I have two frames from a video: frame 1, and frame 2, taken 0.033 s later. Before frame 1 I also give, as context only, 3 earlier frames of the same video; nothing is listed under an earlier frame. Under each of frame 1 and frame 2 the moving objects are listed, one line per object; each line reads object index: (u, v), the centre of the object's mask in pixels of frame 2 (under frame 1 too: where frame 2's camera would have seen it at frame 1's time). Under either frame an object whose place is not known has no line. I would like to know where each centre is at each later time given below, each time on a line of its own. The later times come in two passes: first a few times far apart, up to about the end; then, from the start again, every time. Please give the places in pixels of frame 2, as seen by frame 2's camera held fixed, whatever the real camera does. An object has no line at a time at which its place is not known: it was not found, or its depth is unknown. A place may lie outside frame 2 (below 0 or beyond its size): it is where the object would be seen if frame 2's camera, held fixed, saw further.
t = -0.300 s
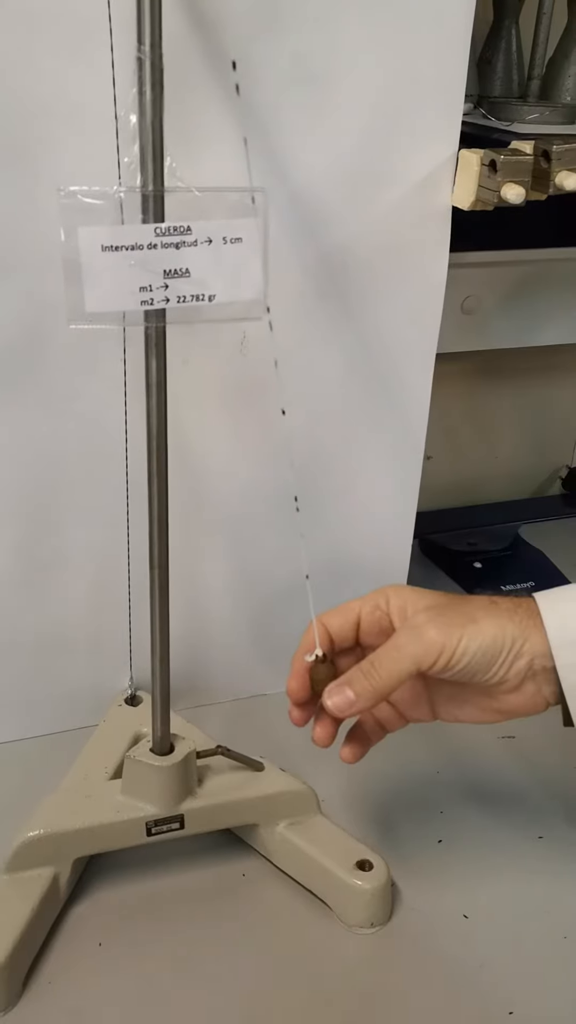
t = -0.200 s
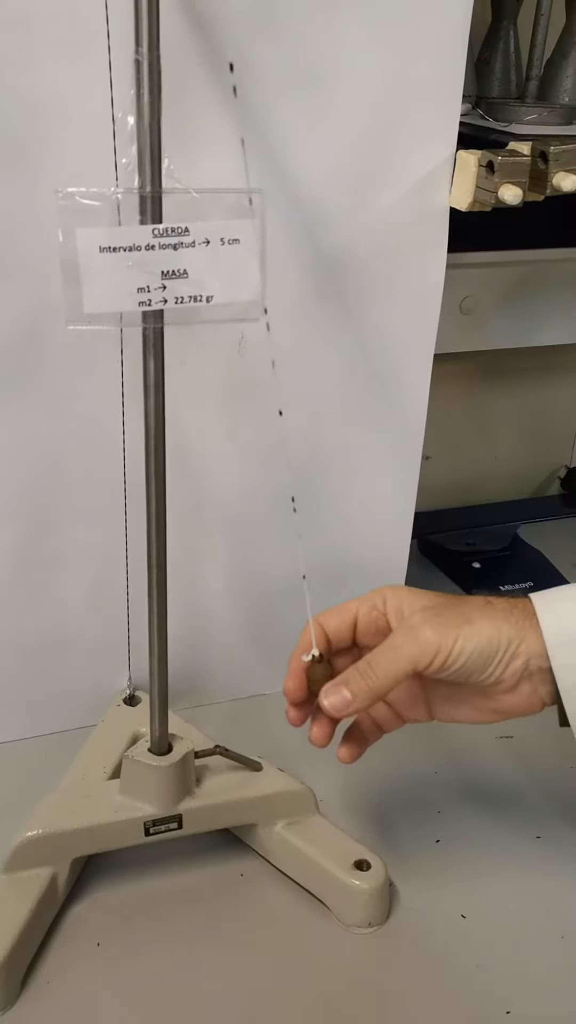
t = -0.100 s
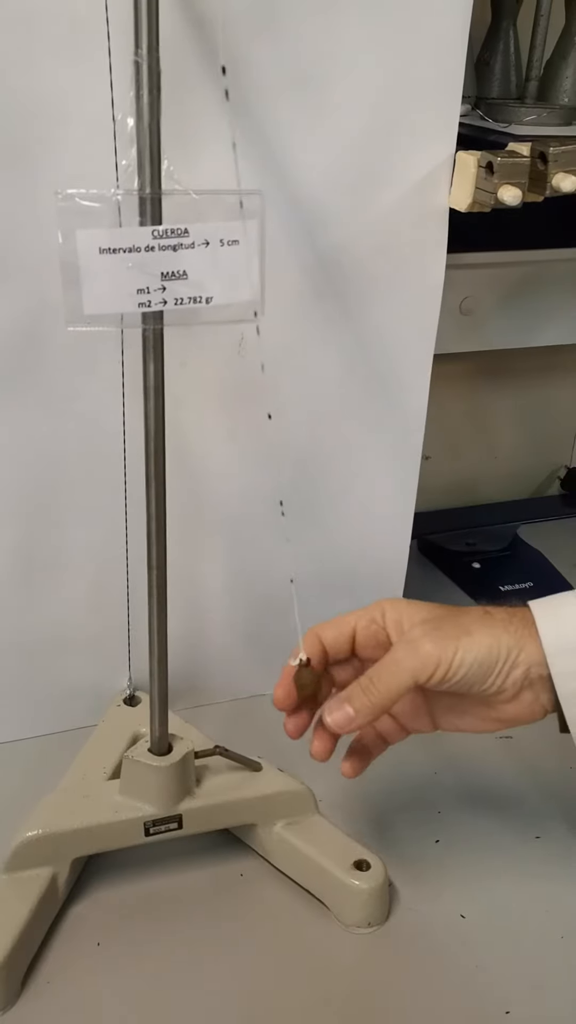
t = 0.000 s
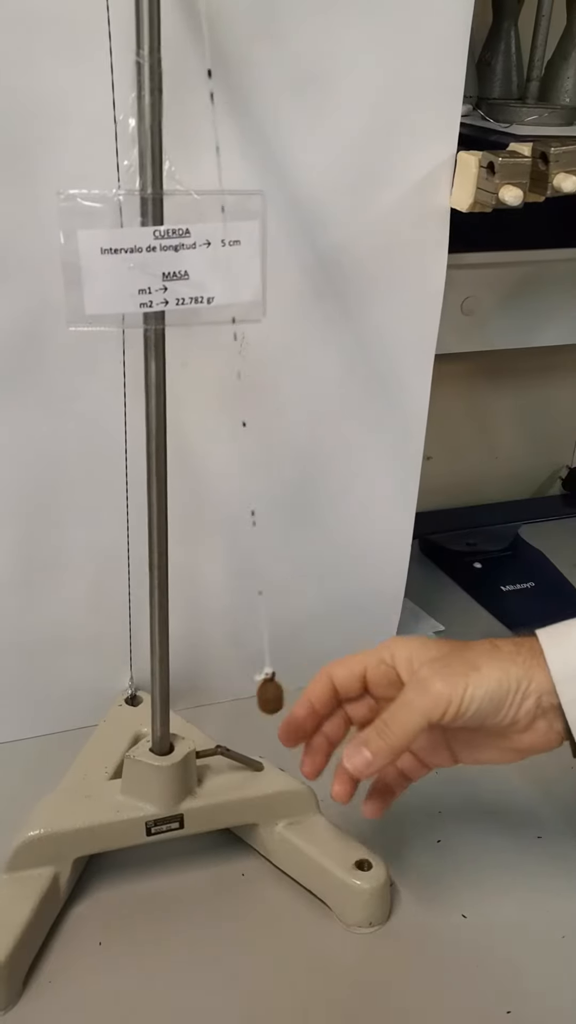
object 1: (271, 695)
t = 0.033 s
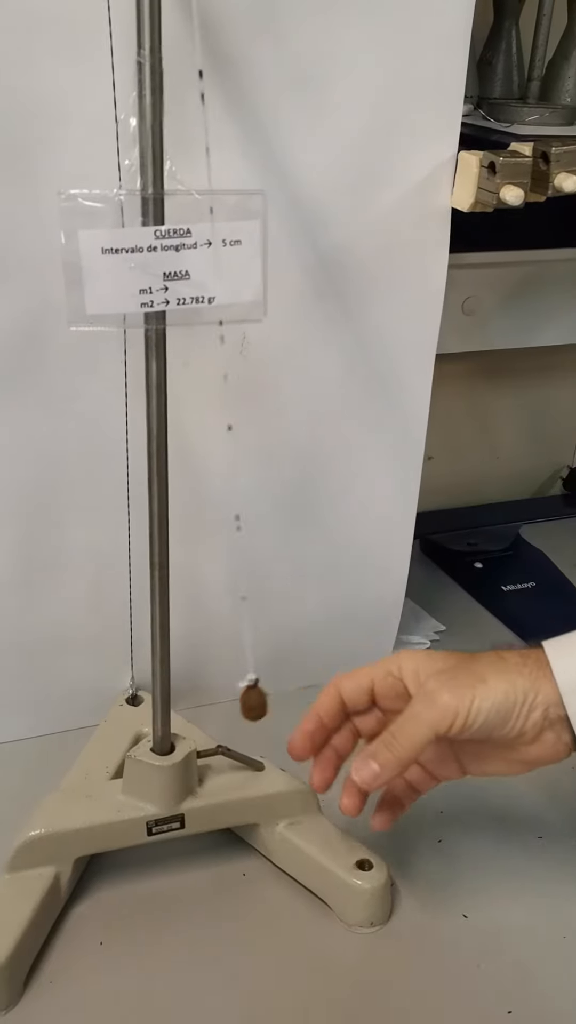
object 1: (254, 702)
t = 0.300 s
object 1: (76, 758)
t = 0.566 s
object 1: (35, 770)
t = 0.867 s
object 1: (212, 727)
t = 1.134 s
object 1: (322, 679)
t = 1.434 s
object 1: (238, 713)
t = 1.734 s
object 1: (46, 766)
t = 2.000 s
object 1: (67, 766)
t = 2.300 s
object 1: (259, 714)
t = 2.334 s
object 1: (276, 706)
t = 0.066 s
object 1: (234, 710)
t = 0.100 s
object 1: (213, 717)
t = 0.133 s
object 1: (190, 725)
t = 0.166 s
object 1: (165, 733)
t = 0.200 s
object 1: (141, 740)
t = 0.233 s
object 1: (118, 747)
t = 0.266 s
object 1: (97, 753)
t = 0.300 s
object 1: (76, 758)
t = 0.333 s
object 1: (59, 762)
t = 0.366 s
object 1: (44, 766)
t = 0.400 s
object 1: (32, 769)
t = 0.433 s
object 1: (25, 770)
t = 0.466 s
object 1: (21, 771)
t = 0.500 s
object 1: (22, 771)
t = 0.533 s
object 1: (26, 772)
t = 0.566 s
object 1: (35, 770)
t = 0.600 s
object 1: (47, 768)
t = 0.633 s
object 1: (62, 766)
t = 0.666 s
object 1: (80, 763)
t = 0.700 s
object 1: (100, 758)
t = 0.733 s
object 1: (121, 755)
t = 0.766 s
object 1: (143, 748)
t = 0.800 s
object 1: (166, 741)
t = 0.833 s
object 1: (189, 734)
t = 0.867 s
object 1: (212, 727)
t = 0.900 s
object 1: (234, 719)
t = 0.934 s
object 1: (256, 712)
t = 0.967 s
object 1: (274, 705)
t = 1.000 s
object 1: (288, 697)
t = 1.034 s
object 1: (300, 691)
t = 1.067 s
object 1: (309, 686)
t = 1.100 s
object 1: (316, 681)
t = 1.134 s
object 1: (322, 679)
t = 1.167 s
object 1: (324, 678)
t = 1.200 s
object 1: (325, 678)
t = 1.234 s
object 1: (319, 679)
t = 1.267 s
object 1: (314, 682)
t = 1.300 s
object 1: (301, 686)
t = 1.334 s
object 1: (289, 691)
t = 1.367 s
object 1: (277, 698)
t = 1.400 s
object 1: (259, 705)
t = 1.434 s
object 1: (238, 713)
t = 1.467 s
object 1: (216, 720)
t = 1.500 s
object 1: (193, 727)
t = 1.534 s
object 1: (168, 734)
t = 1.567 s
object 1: (145, 742)
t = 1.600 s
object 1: (125, 748)
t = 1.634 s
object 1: (102, 753)
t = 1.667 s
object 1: (82, 758)
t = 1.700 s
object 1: (62, 762)
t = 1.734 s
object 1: (46, 766)
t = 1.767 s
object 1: (35, 768)
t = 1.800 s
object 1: (27, 770)
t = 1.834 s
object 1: (24, 771)
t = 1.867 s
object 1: (24, 771)
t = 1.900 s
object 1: (29, 771)
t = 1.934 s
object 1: (37, 770)
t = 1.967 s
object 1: (50, 768)
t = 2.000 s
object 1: (67, 766)
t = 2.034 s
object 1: (85, 763)
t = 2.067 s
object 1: (105, 759)
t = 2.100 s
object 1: (126, 754)
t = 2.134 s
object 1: (148, 747)
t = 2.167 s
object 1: (171, 740)
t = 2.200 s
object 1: (193, 734)
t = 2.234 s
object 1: (216, 727)
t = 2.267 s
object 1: (238, 719)
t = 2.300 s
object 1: (259, 714)
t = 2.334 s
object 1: (276, 706)
